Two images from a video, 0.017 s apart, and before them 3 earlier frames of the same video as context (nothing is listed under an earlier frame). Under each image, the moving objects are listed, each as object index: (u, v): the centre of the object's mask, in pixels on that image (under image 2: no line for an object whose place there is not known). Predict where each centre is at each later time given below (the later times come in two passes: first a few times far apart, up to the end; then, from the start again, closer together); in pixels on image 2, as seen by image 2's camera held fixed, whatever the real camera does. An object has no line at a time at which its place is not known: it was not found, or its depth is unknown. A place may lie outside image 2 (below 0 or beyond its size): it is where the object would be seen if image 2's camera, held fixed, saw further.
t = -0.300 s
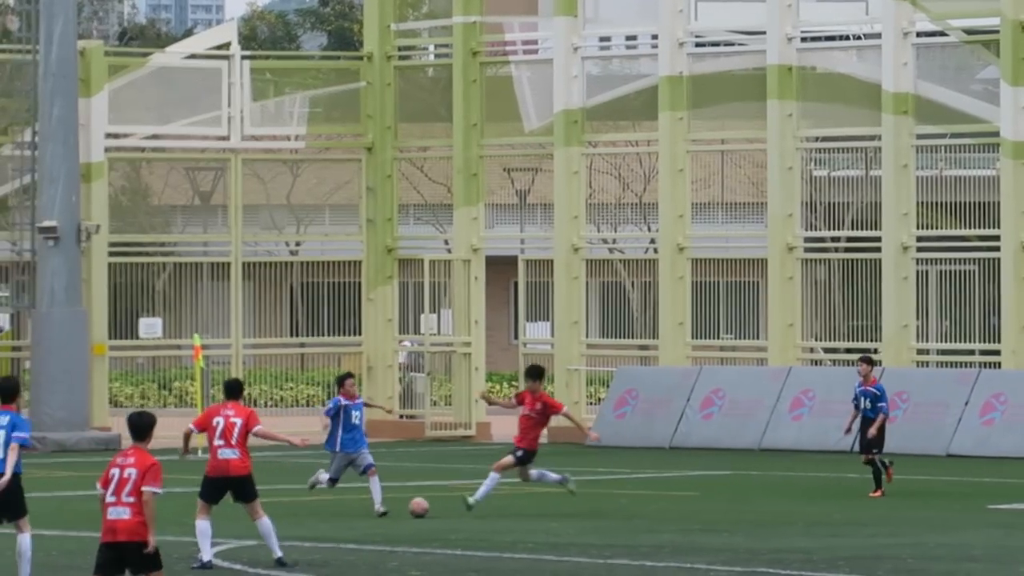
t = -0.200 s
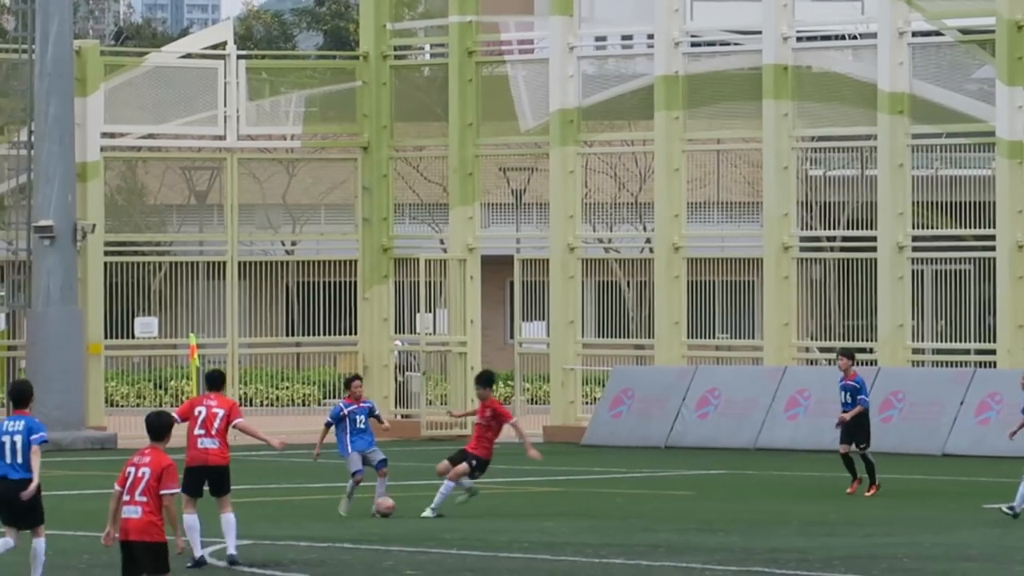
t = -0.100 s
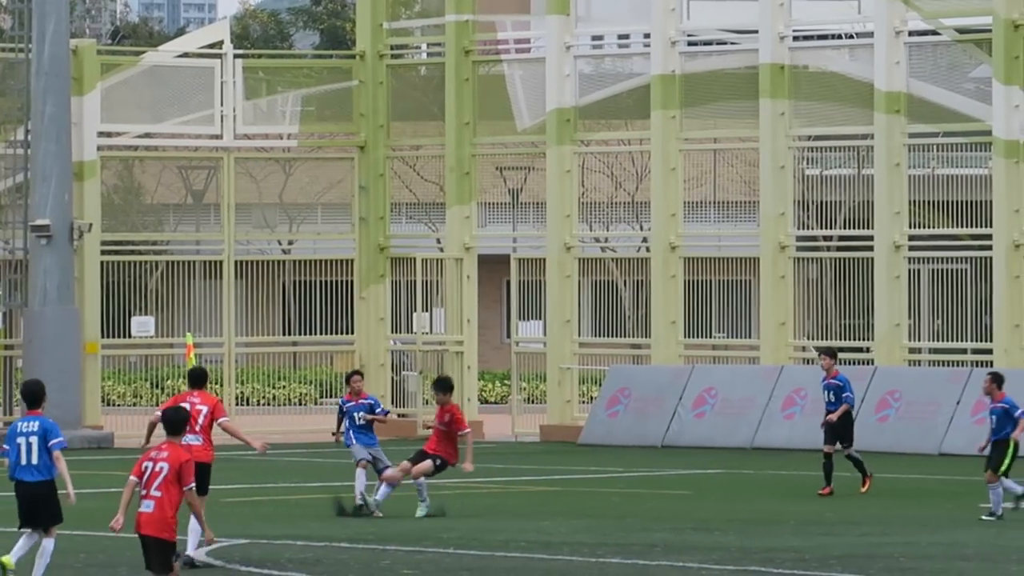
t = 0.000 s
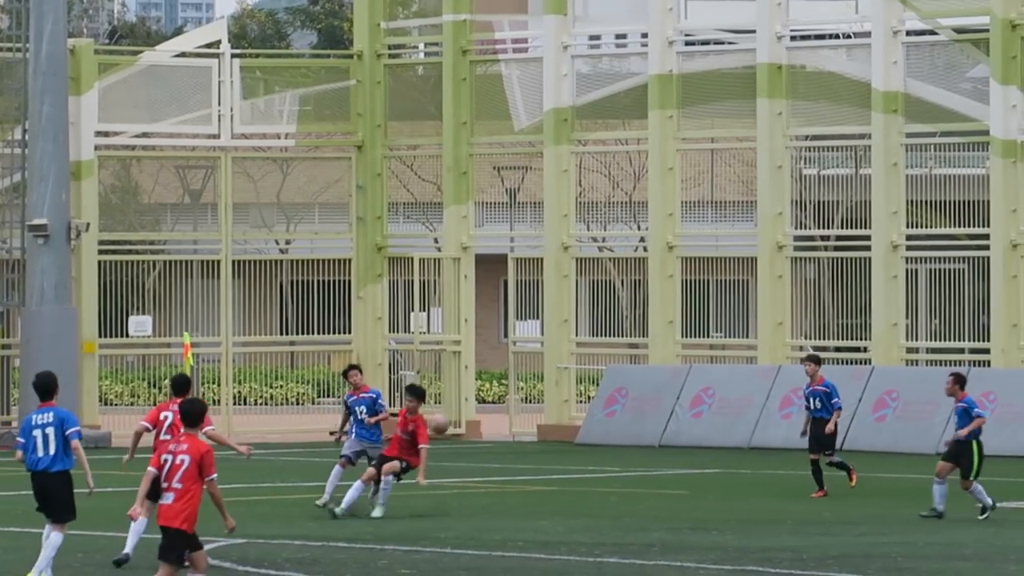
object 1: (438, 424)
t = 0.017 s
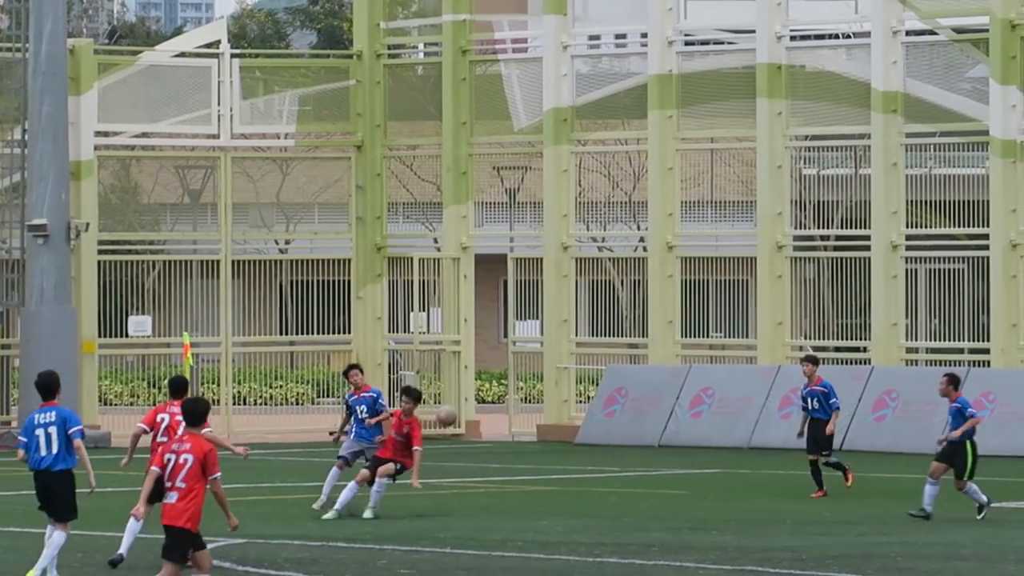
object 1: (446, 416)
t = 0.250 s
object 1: (566, 323)
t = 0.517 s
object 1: (708, 268)
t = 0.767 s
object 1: (850, 274)
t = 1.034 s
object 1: (1015, 345)
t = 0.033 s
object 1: (454, 408)
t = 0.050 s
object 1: (464, 400)
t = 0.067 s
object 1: (471, 392)
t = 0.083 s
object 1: (480, 385)
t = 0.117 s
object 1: (497, 371)
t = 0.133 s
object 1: (505, 364)
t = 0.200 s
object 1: (540, 340)
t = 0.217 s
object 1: (548, 334)
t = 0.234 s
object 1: (557, 328)
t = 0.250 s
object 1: (566, 323)
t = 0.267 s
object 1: (574, 318)
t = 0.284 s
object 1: (583, 313)
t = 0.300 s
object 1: (592, 308)
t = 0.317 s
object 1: (601, 304)
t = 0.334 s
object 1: (610, 299)
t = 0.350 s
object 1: (619, 295)
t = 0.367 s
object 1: (627, 292)
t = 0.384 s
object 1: (637, 289)
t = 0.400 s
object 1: (645, 286)
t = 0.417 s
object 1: (654, 282)
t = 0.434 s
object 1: (663, 280)
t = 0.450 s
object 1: (672, 277)
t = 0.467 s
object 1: (682, 275)
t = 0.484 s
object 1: (690, 272)
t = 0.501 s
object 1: (699, 270)
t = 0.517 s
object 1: (708, 268)
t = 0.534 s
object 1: (717, 268)
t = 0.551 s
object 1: (727, 267)
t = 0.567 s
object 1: (736, 266)
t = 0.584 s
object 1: (746, 265)
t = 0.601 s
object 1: (755, 266)
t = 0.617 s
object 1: (764, 265)
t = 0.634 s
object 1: (774, 265)
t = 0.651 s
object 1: (783, 266)
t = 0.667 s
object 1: (793, 266)
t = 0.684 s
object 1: (802, 267)
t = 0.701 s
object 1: (811, 268)
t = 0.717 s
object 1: (821, 269)
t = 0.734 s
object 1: (831, 271)
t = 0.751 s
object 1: (841, 272)
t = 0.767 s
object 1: (850, 274)
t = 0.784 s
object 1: (859, 276)
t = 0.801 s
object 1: (869, 279)
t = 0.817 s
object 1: (879, 283)
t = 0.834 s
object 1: (889, 286)
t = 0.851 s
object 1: (899, 289)
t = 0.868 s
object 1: (909, 292)
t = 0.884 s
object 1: (919, 296)
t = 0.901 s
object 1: (930, 300)
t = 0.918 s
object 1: (940, 305)
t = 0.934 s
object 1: (950, 309)
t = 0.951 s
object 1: (961, 314)
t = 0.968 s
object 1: (971, 320)
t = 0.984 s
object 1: (982, 326)
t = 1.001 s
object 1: (992, 332)
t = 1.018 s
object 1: (1003, 338)
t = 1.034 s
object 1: (1015, 345)
